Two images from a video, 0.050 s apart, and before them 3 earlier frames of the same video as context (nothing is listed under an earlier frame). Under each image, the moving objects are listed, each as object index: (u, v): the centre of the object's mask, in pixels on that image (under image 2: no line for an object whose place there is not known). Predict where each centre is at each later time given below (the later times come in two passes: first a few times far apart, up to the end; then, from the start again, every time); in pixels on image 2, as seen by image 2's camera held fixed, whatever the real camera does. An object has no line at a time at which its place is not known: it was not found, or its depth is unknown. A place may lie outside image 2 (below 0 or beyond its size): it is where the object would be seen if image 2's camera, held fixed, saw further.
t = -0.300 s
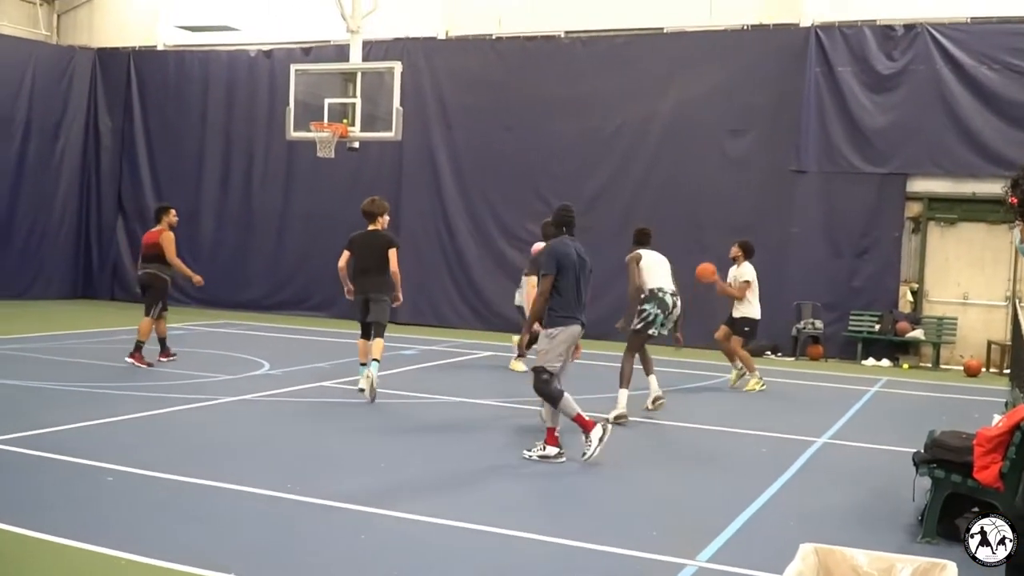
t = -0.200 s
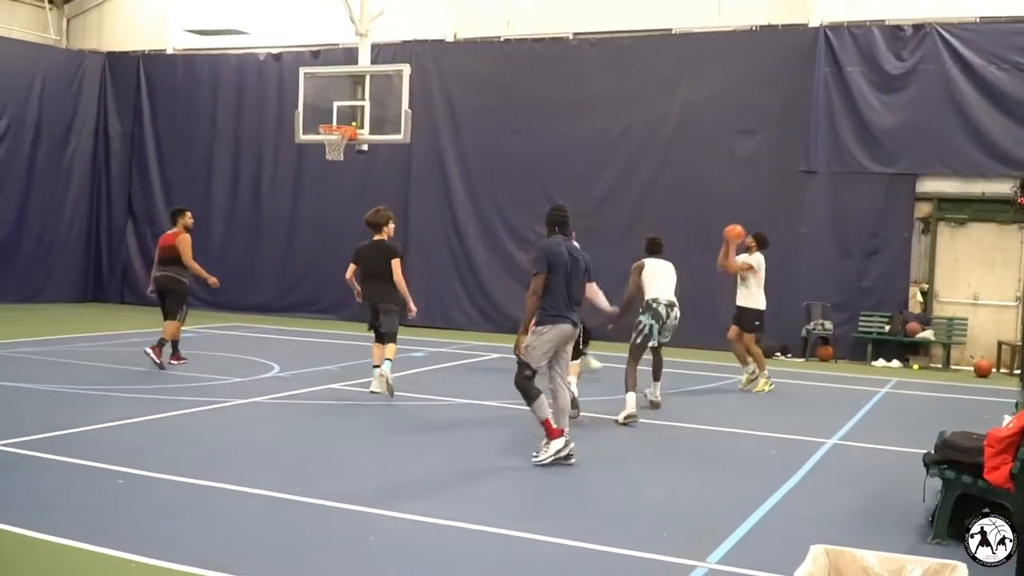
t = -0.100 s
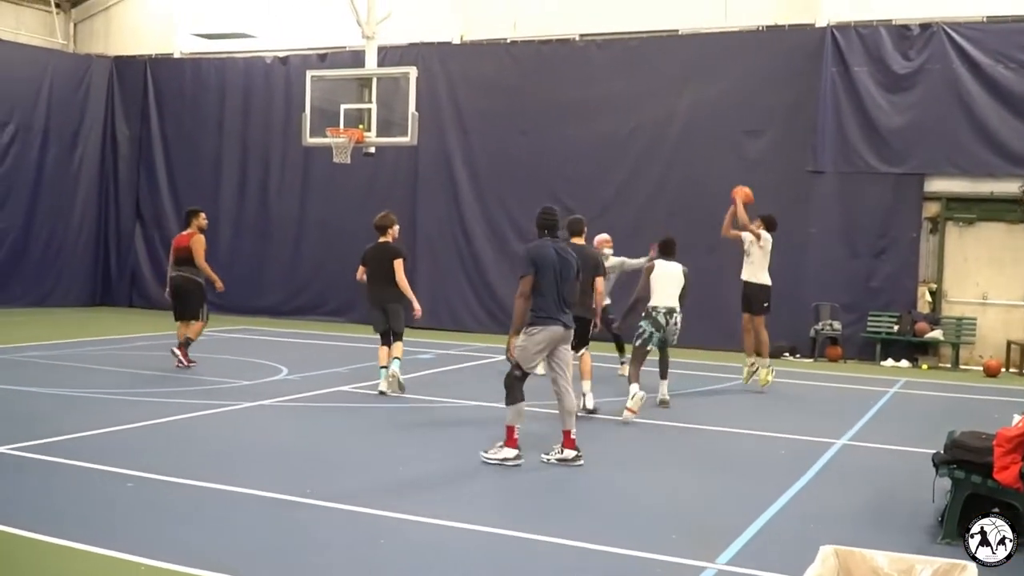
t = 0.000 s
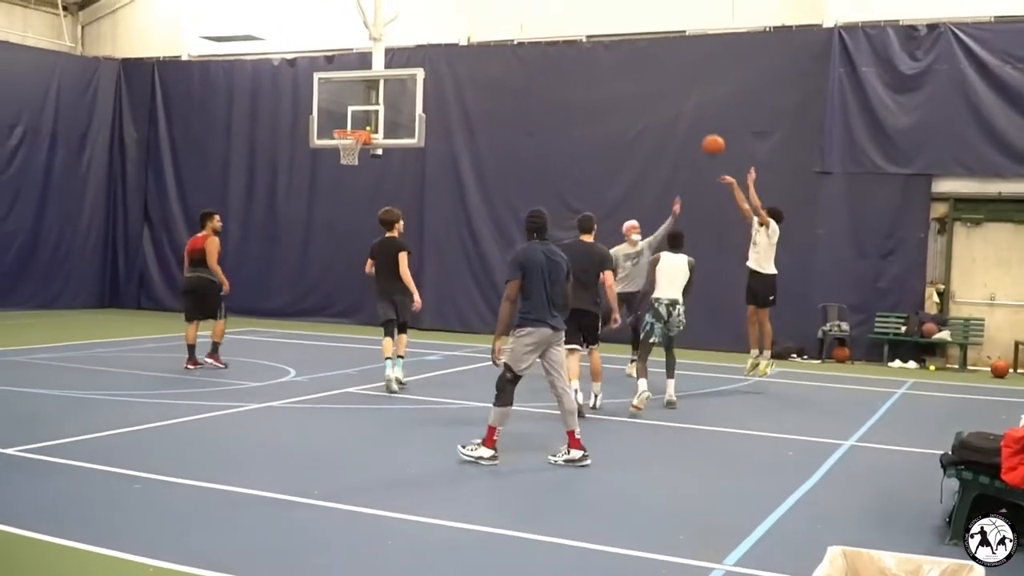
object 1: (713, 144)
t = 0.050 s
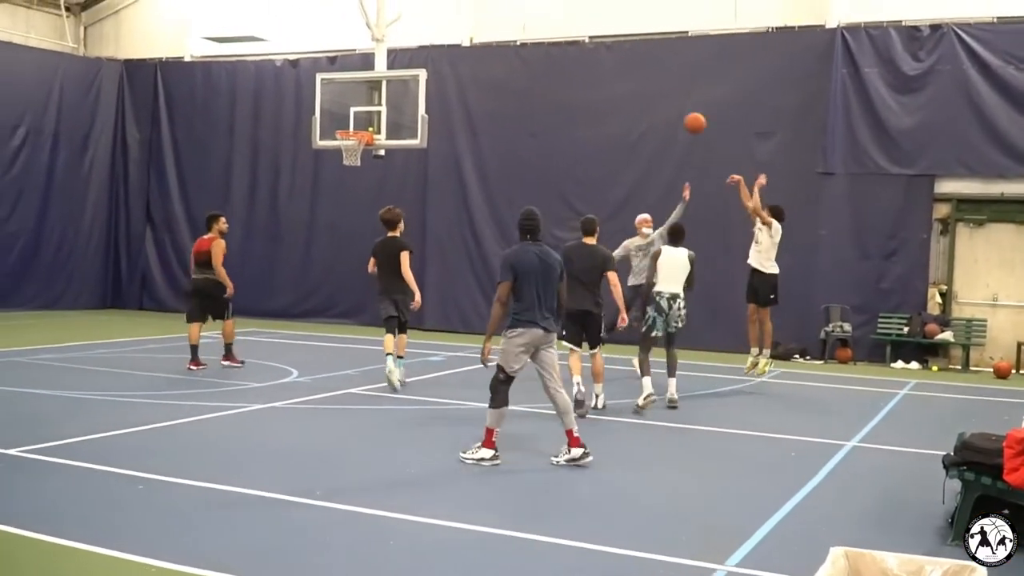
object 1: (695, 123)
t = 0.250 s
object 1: (617, 58)
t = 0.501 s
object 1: (523, 30)
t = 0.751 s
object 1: (444, 51)
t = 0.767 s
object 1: (440, 54)
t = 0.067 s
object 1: (688, 115)
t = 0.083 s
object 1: (681, 109)
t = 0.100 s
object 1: (674, 102)
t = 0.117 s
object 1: (667, 96)
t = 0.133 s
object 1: (661, 90)
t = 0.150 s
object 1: (654, 85)
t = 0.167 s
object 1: (648, 79)
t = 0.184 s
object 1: (641, 75)
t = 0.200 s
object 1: (635, 70)
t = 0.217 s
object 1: (629, 66)
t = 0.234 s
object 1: (622, 62)
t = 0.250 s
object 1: (617, 58)
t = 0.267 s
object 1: (610, 55)
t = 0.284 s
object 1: (604, 52)
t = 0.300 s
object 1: (598, 49)
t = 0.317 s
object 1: (591, 46)
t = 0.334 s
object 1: (585, 44)
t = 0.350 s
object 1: (579, 41)
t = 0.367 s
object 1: (573, 40)
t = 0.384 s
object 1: (566, 37)
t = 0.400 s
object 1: (560, 36)
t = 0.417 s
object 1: (554, 35)
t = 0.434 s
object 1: (548, 34)
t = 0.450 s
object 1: (542, 33)
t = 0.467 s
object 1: (536, 31)
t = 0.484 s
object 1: (529, 31)
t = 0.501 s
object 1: (523, 30)
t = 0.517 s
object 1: (517, 30)
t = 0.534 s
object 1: (512, 31)
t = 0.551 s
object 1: (506, 31)
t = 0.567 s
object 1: (500, 31)
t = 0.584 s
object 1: (495, 32)
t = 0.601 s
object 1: (490, 33)
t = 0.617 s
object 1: (485, 34)
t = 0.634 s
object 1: (480, 36)
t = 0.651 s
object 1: (475, 37)
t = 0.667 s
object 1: (469, 39)
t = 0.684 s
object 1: (465, 41)
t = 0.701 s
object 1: (460, 43)
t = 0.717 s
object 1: (455, 46)
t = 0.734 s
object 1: (450, 48)
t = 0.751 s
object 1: (444, 51)
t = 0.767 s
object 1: (440, 54)
